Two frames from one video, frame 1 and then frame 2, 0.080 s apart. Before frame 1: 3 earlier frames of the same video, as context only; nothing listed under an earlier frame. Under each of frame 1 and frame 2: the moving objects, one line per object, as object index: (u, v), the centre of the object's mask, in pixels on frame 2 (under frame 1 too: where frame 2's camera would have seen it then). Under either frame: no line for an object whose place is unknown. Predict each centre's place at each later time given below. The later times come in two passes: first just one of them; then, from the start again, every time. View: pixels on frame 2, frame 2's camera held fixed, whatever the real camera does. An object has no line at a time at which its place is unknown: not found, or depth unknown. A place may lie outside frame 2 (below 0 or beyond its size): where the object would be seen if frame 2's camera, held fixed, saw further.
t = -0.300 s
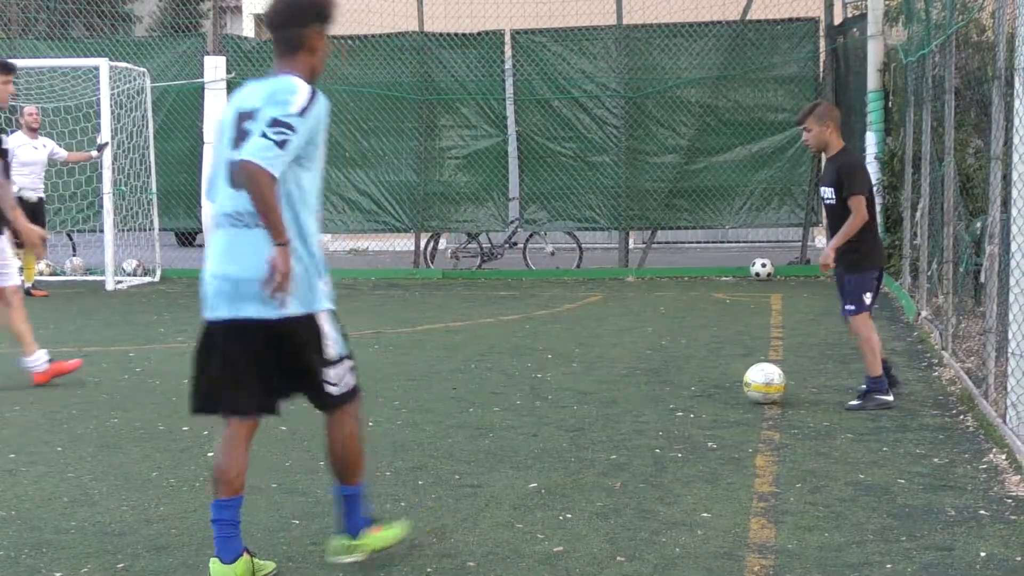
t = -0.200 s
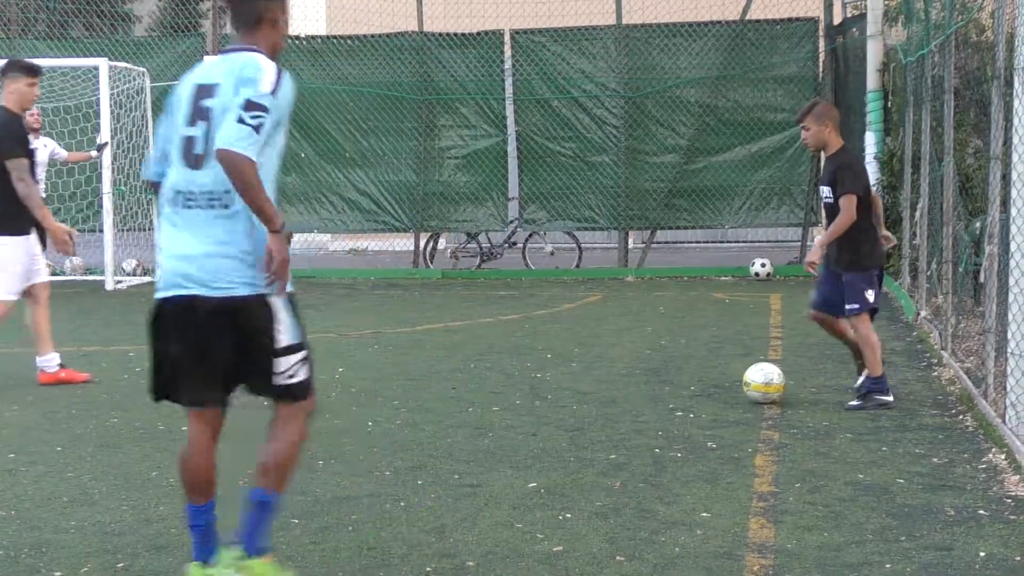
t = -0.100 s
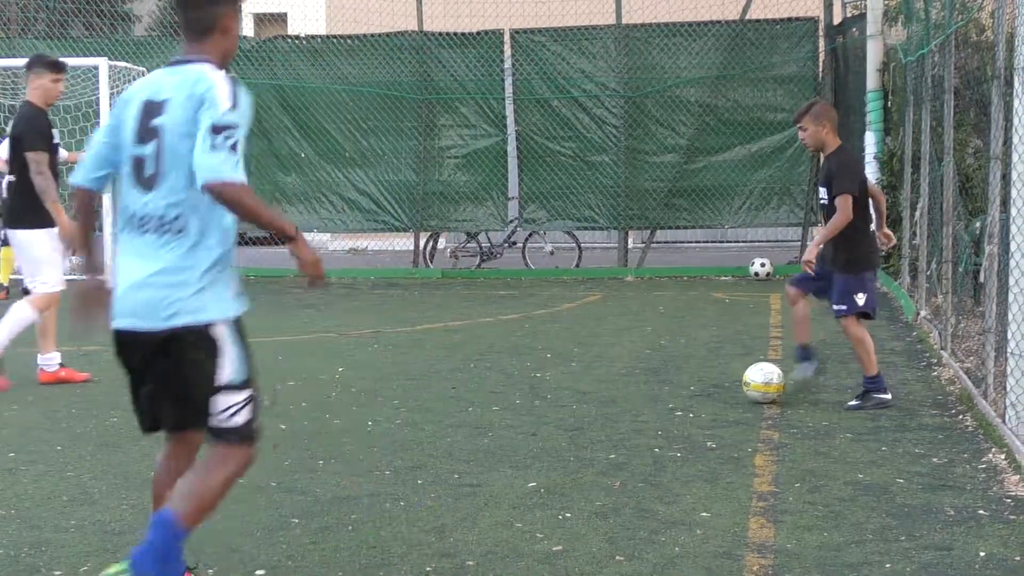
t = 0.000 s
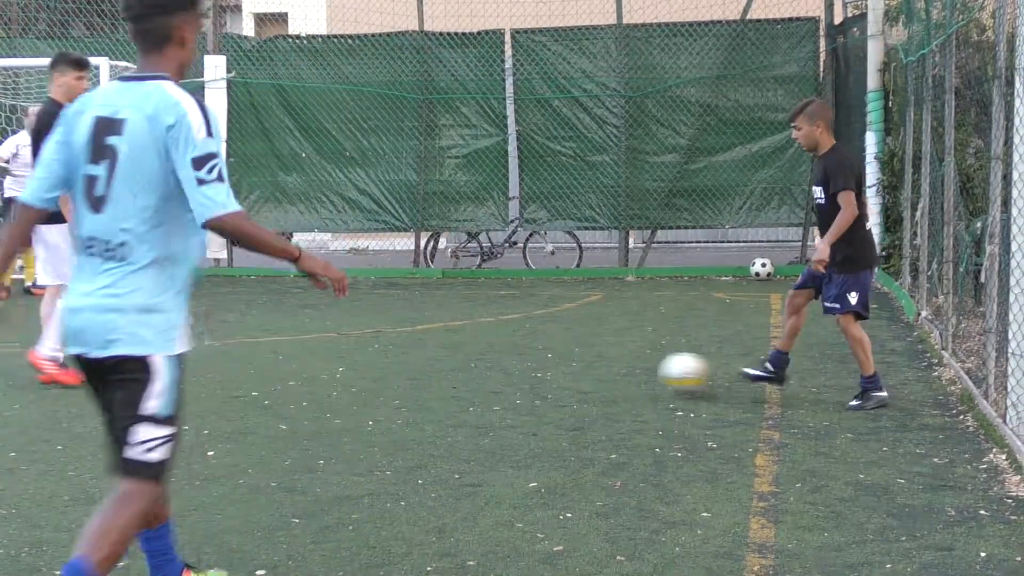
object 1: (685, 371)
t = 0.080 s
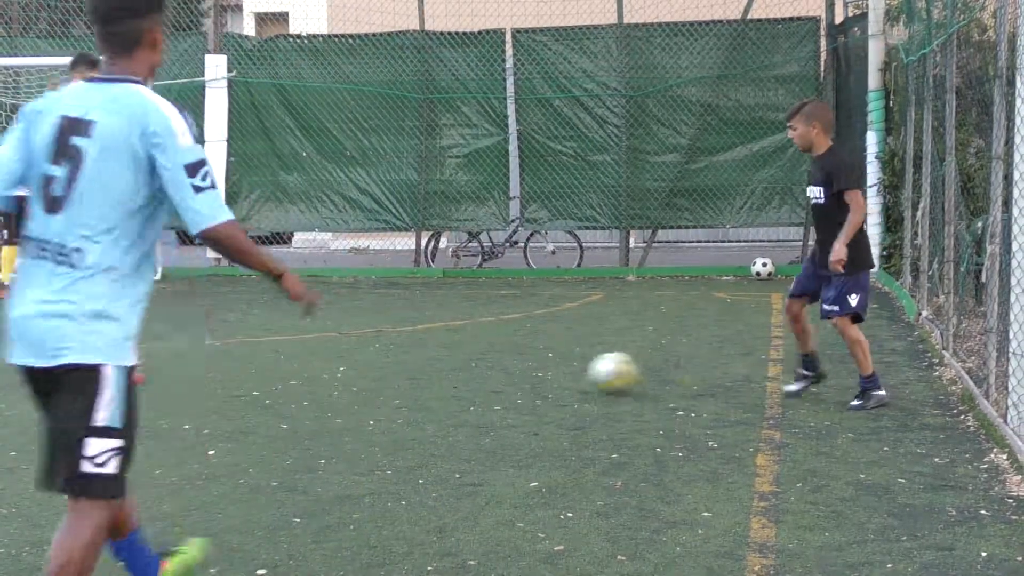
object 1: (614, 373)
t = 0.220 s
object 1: (511, 370)
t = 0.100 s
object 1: (597, 374)
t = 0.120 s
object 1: (583, 373)
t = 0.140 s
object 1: (570, 372)
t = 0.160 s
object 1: (553, 369)
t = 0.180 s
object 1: (538, 369)
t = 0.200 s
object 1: (525, 368)
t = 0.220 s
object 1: (511, 370)
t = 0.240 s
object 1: (498, 370)
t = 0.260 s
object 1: (486, 368)
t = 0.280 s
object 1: (473, 367)
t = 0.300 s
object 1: (461, 367)
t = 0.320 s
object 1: (450, 367)
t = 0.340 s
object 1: (440, 366)
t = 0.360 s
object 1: (429, 365)
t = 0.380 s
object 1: (419, 365)
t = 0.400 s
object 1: (408, 365)
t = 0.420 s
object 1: (399, 364)
